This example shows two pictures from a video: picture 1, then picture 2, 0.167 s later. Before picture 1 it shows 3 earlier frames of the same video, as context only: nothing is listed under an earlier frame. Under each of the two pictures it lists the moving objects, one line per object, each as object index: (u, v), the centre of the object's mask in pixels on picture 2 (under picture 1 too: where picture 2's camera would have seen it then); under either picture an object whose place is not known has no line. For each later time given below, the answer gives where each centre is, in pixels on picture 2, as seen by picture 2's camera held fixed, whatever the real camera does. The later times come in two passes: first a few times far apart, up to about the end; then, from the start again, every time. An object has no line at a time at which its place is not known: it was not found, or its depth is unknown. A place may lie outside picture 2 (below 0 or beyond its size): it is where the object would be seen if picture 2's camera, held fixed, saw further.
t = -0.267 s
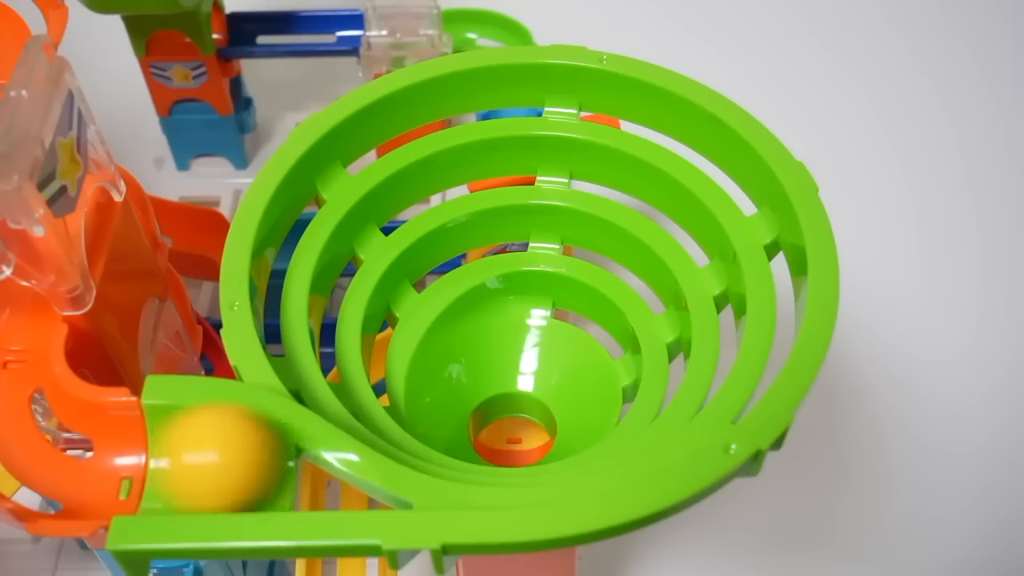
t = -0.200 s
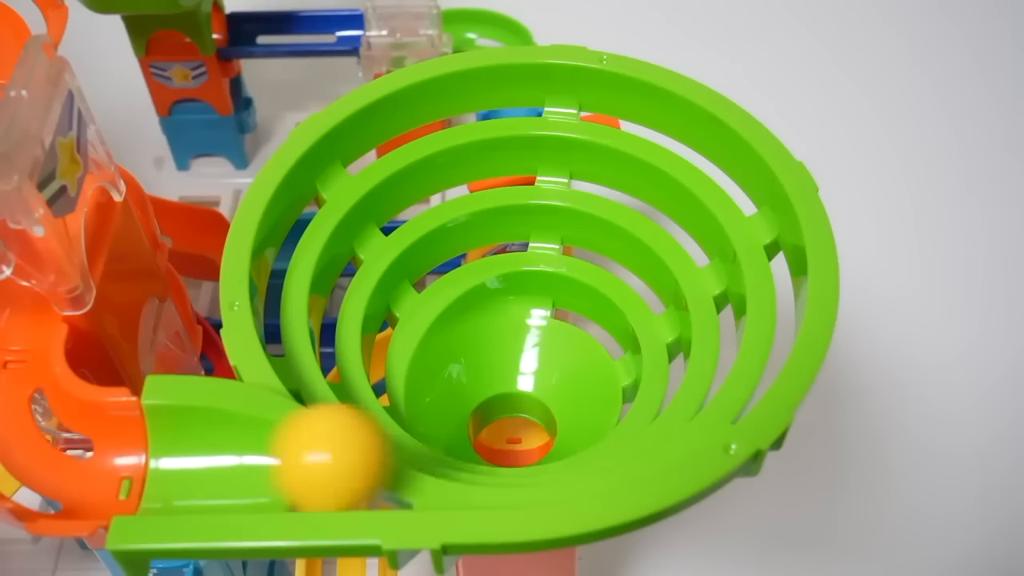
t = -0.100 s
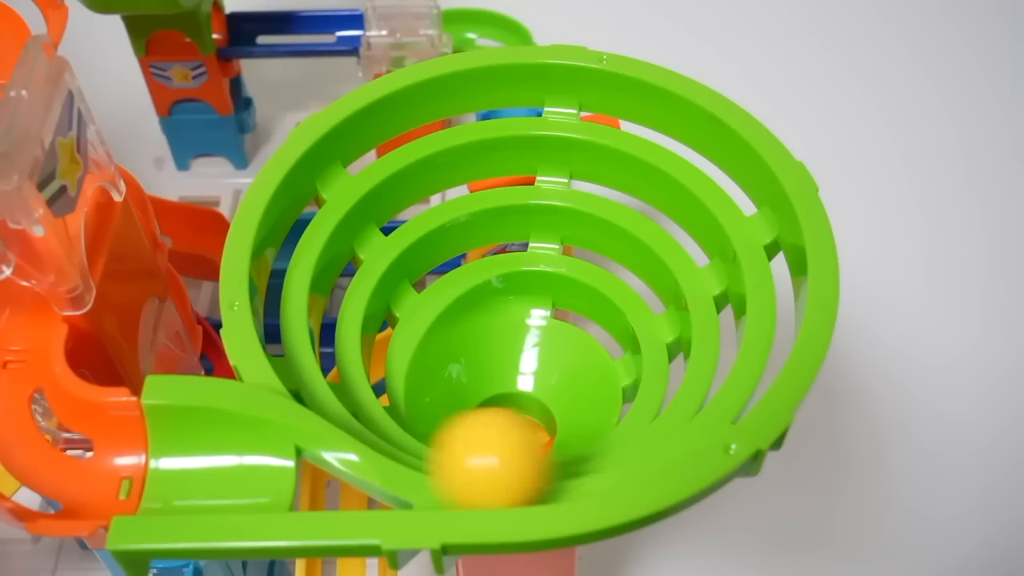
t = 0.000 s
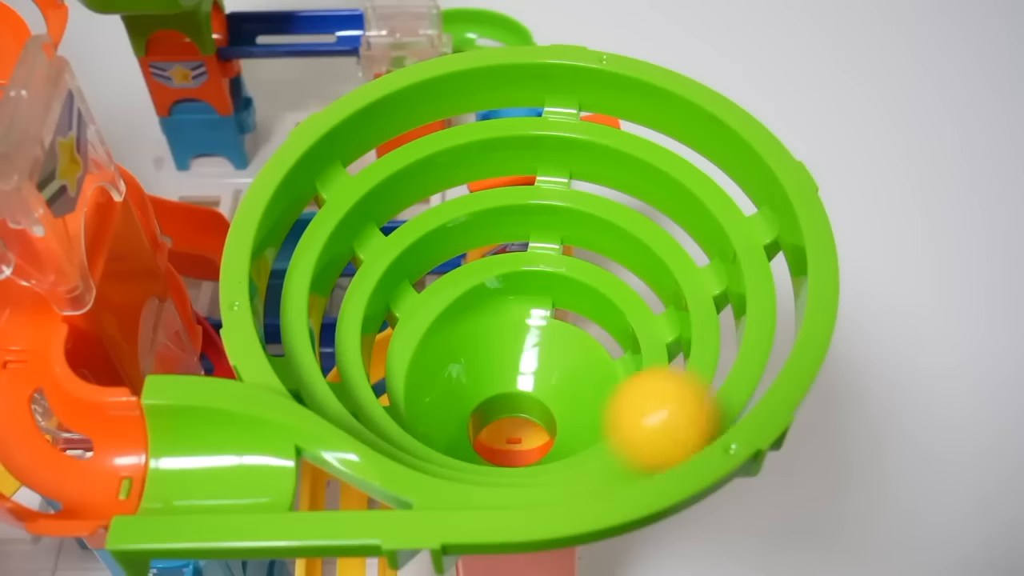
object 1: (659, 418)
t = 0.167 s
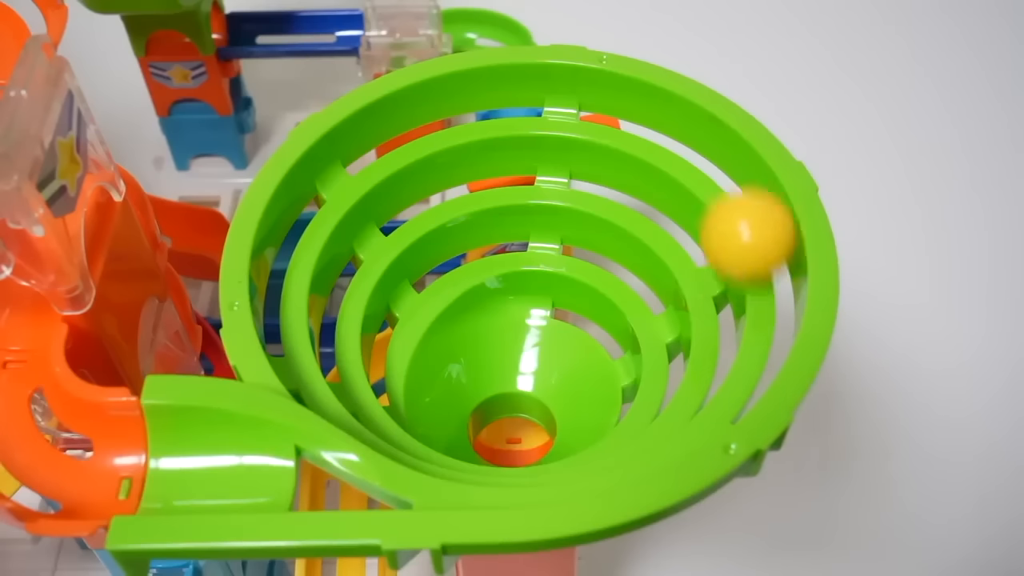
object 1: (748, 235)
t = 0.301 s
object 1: (632, 119)
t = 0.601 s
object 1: (302, 311)
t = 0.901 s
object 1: (692, 276)
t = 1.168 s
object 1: (356, 292)
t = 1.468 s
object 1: (623, 281)
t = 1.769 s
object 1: (535, 431)
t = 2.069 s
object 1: (571, 405)
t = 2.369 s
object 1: (570, 366)
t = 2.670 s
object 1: (558, 341)
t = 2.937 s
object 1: (566, 359)
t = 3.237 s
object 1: (518, 358)
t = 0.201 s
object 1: (734, 200)
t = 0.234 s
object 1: (707, 167)
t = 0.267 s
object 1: (672, 139)
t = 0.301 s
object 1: (632, 119)
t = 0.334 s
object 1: (585, 106)
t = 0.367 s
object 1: (536, 101)
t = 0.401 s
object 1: (485, 105)
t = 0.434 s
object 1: (434, 117)
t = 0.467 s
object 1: (387, 140)
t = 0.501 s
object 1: (346, 172)
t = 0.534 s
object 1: (316, 212)
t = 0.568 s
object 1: (300, 261)
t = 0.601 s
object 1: (302, 311)
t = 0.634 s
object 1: (324, 361)
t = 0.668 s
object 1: (371, 402)
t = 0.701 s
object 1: (430, 431)
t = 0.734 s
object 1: (499, 442)
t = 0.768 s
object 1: (568, 436)
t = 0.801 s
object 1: (628, 410)
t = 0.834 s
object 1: (672, 370)
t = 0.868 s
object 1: (695, 321)
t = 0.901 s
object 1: (692, 276)
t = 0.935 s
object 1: (670, 232)
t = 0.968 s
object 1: (630, 199)
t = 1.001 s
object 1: (580, 179)
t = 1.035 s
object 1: (524, 174)
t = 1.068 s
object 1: (467, 182)
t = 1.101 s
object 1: (415, 207)
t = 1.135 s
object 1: (377, 245)
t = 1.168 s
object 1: (356, 292)
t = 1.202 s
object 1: (358, 344)
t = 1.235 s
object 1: (388, 391)
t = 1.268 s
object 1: (438, 423)
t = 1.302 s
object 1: (500, 435)
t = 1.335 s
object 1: (560, 429)
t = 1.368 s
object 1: (609, 404)
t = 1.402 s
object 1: (640, 363)
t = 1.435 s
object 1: (644, 321)
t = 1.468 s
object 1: (623, 281)
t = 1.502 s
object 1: (585, 254)
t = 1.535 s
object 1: (536, 242)
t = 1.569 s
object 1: (484, 249)
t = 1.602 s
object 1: (441, 272)
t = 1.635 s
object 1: (413, 308)
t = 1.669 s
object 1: (405, 353)
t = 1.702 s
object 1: (429, 399)
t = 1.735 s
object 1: (475, 428)
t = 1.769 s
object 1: (535, 431)
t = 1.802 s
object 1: (581, 407)
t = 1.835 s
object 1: (596, 363)
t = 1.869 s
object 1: (572, 326)
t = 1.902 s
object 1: (520, 315)
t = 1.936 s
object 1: (480, 334)
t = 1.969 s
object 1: (462, 374)
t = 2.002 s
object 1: (474, 419)
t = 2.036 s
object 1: (522, 429)
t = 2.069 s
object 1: (571, 405)
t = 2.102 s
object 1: (583, 366)
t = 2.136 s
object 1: (572, 331)
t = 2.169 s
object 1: (536, 316)
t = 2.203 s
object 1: (498, 322)
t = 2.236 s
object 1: (476, 349)
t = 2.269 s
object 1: (473, 395)
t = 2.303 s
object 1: (511, 429)
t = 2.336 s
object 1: (557, 403)
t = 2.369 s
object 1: (570, 366)
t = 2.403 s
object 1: (564, 337)
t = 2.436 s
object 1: (545, 320)
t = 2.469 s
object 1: (519, 316)
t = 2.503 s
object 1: (495, 333)
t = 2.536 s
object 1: (486, 371)
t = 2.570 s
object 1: (503, 423)
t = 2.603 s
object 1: (542, 400)
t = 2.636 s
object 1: (558, 363)
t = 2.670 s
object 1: (558, 341)
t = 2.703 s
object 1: (550, 329)
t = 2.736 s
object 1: (535, 328)
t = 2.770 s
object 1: (513, 343)
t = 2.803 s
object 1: (494, 379)
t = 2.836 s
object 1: (506, 425)
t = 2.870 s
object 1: (547, 407)
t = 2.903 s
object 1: (566, 380)
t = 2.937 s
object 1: (566, 359)
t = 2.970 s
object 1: (554, 350)
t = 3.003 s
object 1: (530, 352)
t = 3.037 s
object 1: (499, 373)
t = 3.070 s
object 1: (488, 412)
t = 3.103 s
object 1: (523, 428)
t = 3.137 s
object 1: (556, 404)
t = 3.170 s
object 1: (562, 379)
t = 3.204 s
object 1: (548, 361)
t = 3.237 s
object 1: (518, 358)
